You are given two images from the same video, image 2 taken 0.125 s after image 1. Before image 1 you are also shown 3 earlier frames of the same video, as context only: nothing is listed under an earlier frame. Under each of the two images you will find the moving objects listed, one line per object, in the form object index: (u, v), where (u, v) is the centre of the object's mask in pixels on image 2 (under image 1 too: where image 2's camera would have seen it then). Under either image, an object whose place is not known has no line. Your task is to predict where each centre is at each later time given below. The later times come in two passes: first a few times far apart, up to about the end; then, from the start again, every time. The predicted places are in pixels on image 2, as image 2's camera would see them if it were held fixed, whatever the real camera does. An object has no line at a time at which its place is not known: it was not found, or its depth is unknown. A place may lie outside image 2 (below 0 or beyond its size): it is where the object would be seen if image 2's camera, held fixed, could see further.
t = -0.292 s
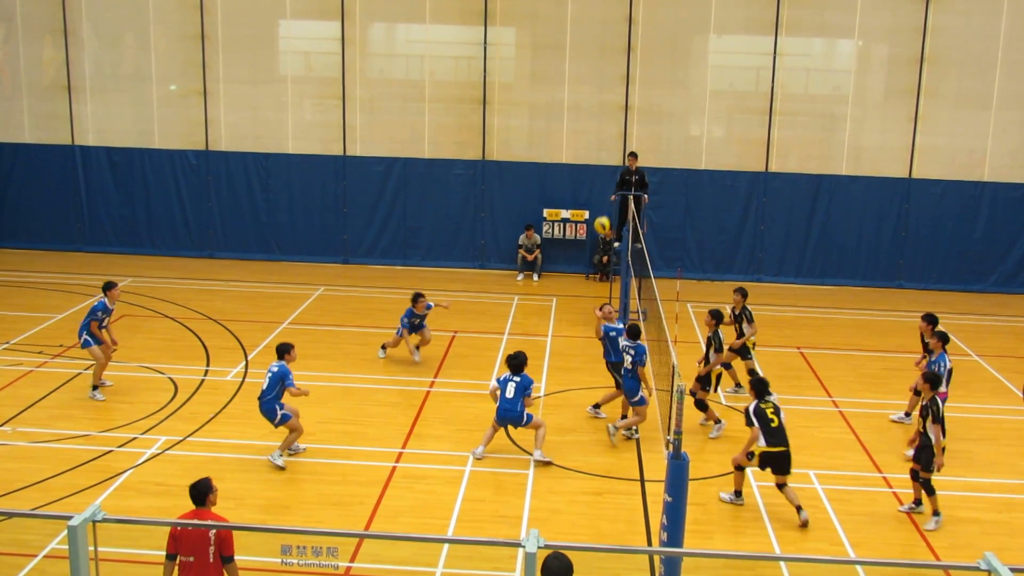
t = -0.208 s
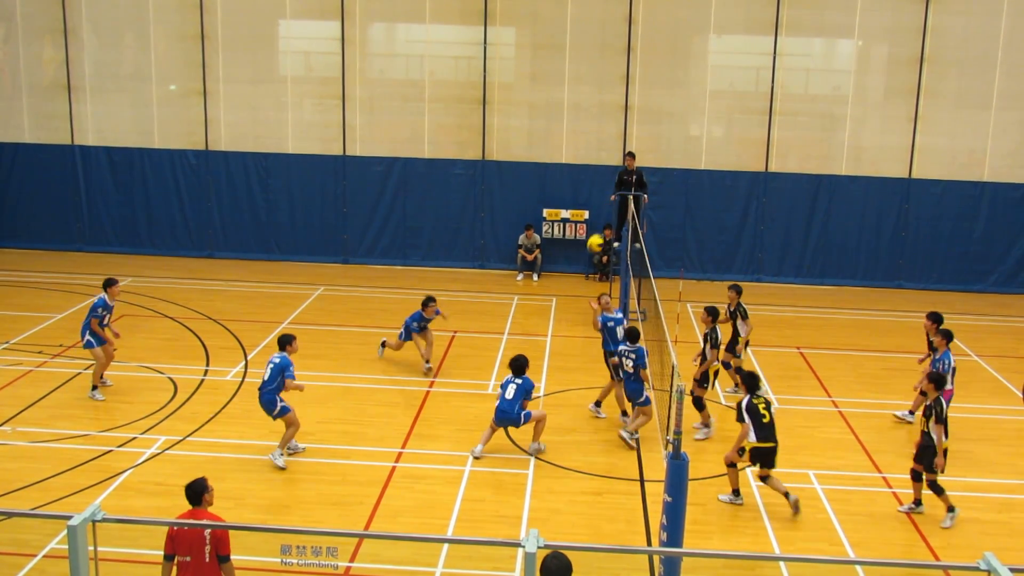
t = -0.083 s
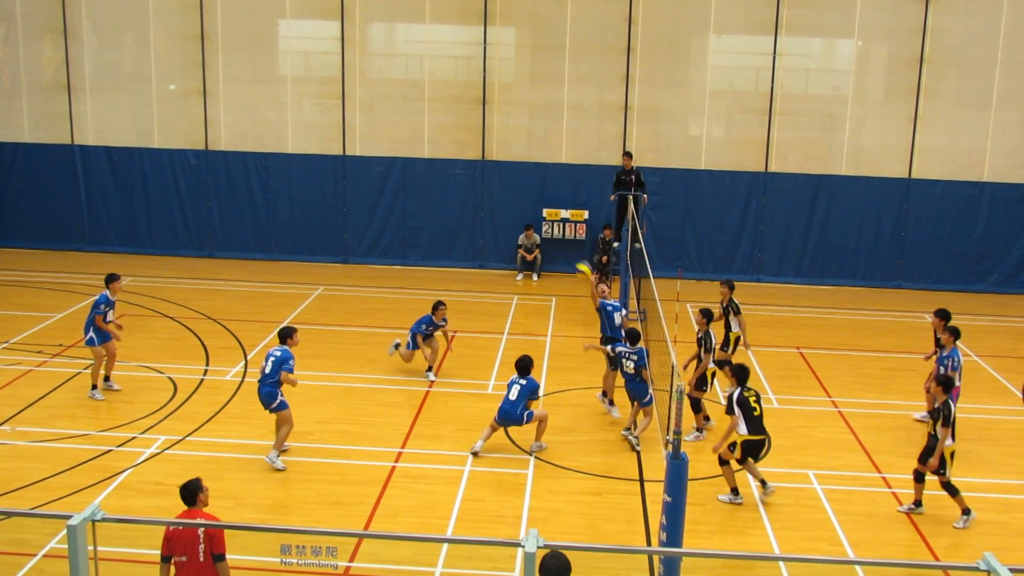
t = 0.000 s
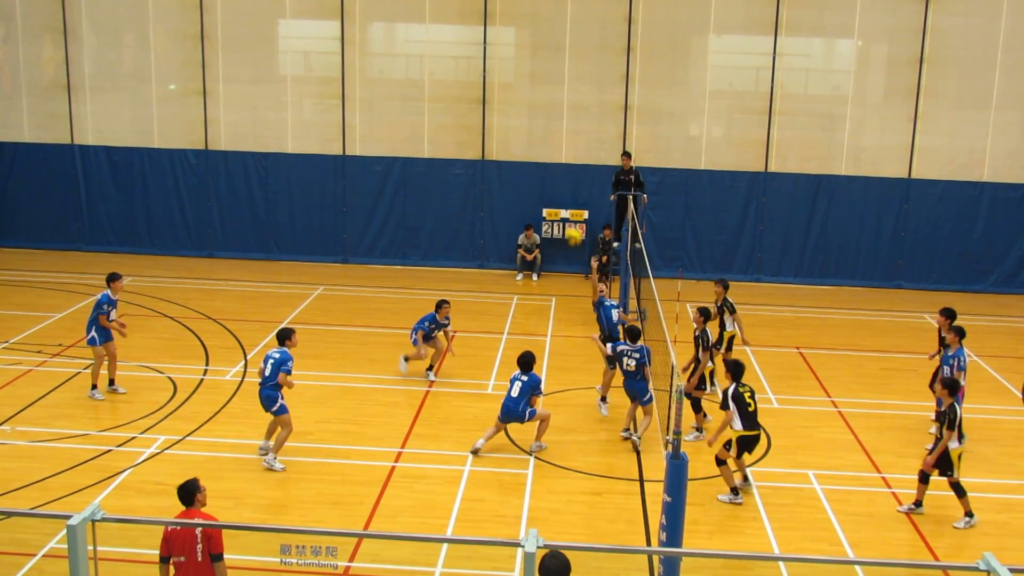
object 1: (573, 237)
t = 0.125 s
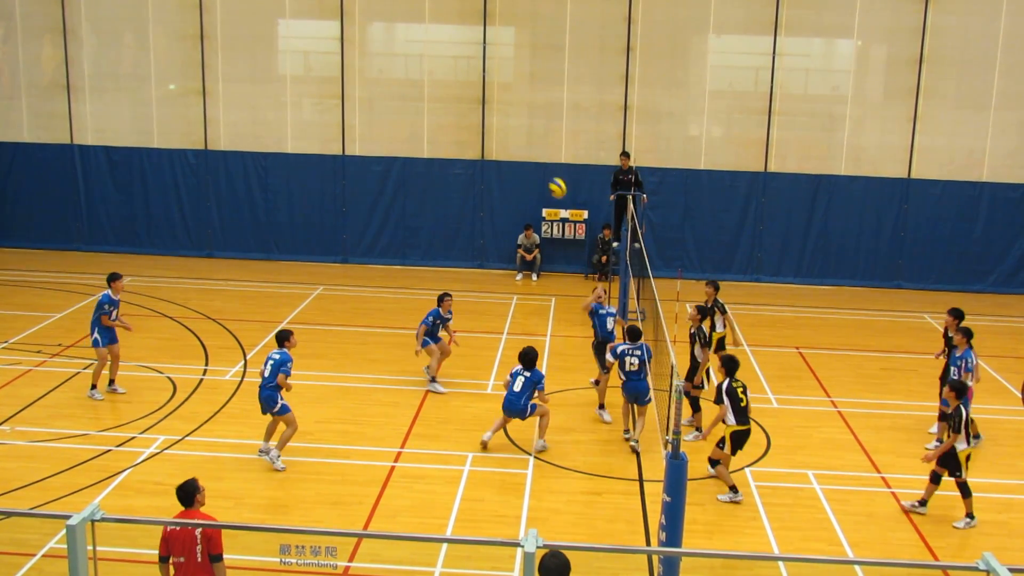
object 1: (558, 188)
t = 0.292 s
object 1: (534, 142)
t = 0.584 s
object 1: (492, 112)
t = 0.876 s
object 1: (445, 151)
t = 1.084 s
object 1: (413, 222)
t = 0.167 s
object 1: (552, 174)
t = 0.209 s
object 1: (546, 163)
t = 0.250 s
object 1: (541, 152)
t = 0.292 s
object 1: (534, 142)
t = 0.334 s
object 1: (528, 134)
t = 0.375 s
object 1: (523, 127)
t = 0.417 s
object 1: (517, 121)
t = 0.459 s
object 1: (511, 116)
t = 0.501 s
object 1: (504, 113)
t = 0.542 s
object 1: (498, 112)
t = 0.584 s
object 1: (492, 112)
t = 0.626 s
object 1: (485, 113)
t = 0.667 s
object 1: (479, 115)
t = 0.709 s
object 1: (472, 120)
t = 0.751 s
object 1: (466, 125)
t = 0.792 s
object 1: (459, 132)
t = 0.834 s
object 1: (453, 140)
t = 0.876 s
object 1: (445, 151)
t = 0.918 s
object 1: (439, 162)
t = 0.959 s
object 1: (432, 175)
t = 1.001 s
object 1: (426, 189)
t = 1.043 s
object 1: (419, 205)
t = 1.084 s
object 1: (413, 222)
